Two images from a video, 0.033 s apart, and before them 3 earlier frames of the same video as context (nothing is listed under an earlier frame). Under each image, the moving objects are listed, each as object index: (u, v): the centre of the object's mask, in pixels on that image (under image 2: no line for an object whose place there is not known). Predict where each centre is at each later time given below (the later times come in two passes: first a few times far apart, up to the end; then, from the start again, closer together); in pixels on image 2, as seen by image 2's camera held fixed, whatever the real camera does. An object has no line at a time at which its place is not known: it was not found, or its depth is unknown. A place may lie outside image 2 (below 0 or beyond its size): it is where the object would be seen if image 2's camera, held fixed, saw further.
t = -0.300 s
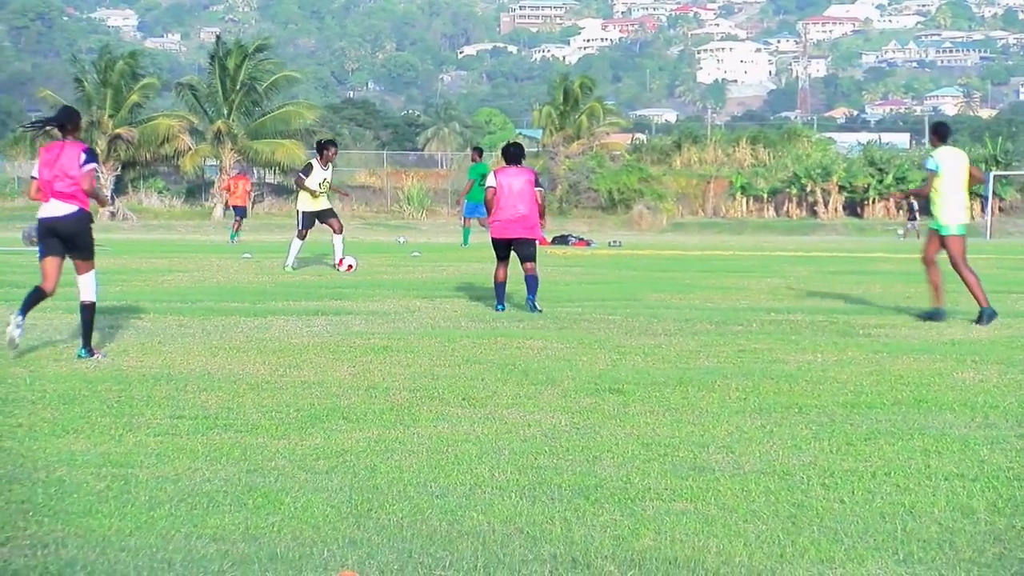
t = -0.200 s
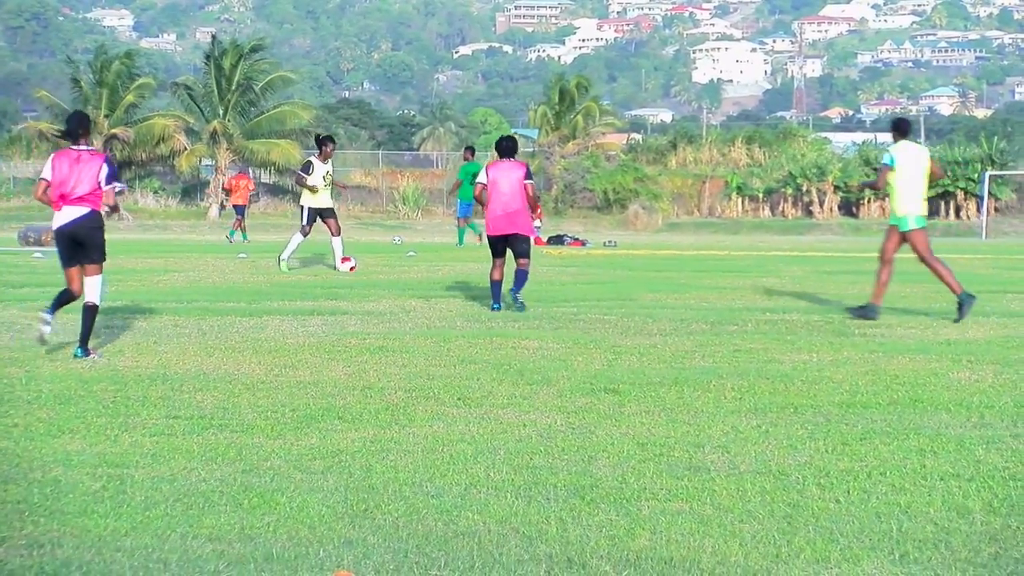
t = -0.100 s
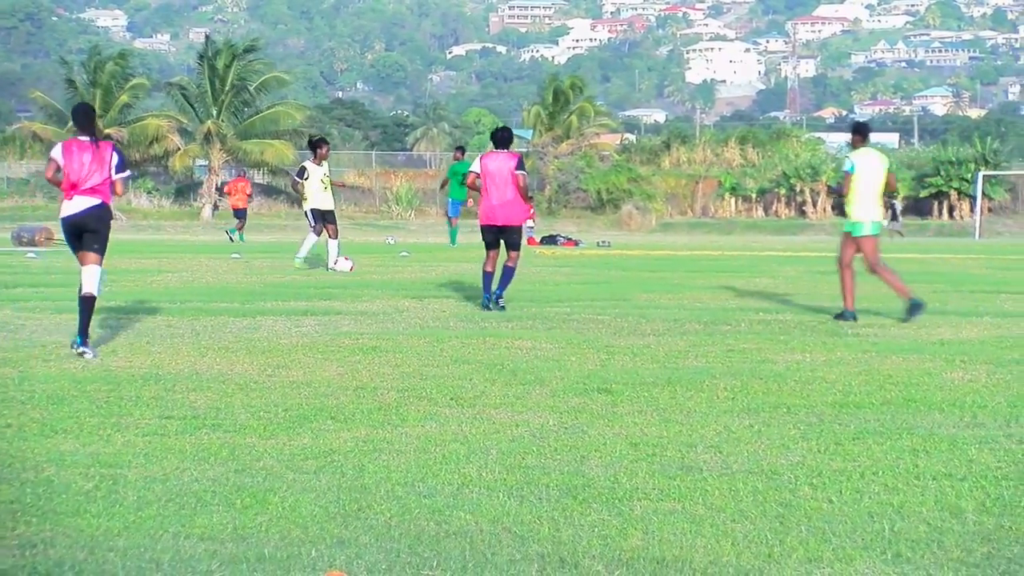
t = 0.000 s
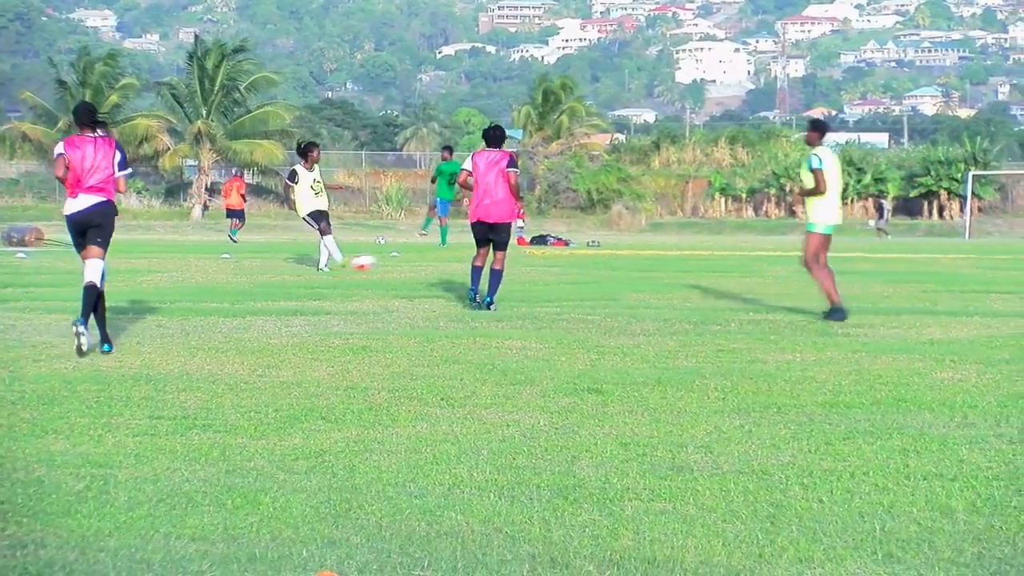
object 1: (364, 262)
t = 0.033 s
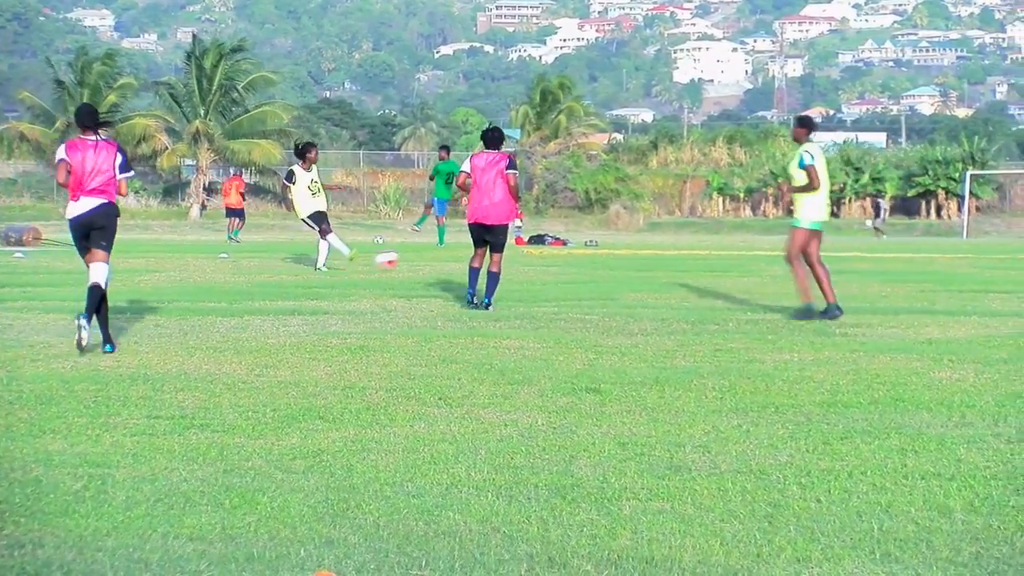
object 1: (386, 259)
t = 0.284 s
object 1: (573, 267)
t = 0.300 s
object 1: (582, 267)
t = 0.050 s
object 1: (398, 258)
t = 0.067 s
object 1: (412, 258)
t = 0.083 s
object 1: (425, 257)
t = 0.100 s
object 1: (439, 258)
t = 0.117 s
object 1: (452, 257)
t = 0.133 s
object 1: (462, 257)
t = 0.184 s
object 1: (508, 260)
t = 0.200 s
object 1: (515, 263)
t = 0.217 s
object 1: (529, 265)
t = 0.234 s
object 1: (540, 268)
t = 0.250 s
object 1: (553, 269)
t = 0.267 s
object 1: (564, 269)
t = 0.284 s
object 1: (573, 267)
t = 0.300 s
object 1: (582, 267)
